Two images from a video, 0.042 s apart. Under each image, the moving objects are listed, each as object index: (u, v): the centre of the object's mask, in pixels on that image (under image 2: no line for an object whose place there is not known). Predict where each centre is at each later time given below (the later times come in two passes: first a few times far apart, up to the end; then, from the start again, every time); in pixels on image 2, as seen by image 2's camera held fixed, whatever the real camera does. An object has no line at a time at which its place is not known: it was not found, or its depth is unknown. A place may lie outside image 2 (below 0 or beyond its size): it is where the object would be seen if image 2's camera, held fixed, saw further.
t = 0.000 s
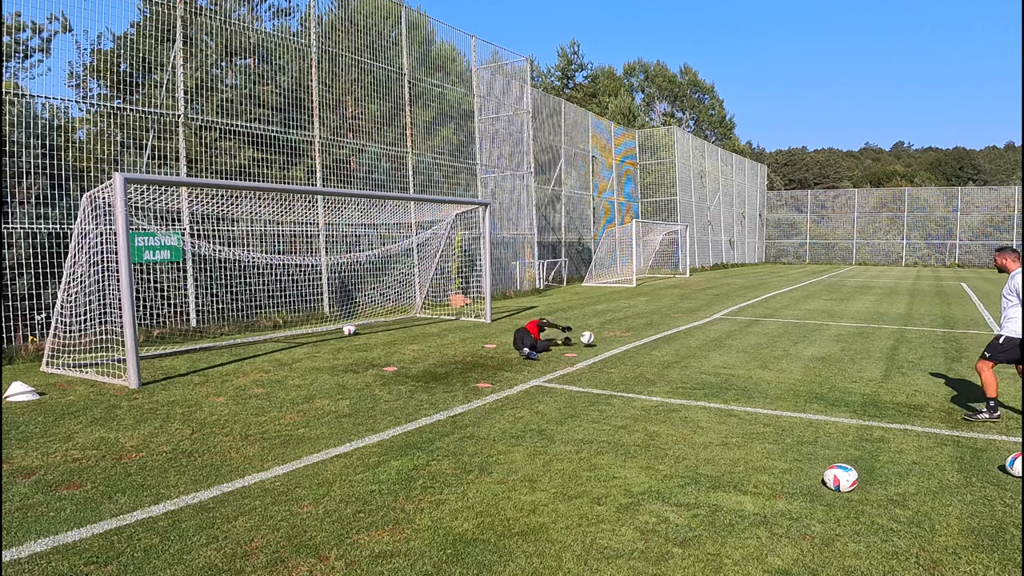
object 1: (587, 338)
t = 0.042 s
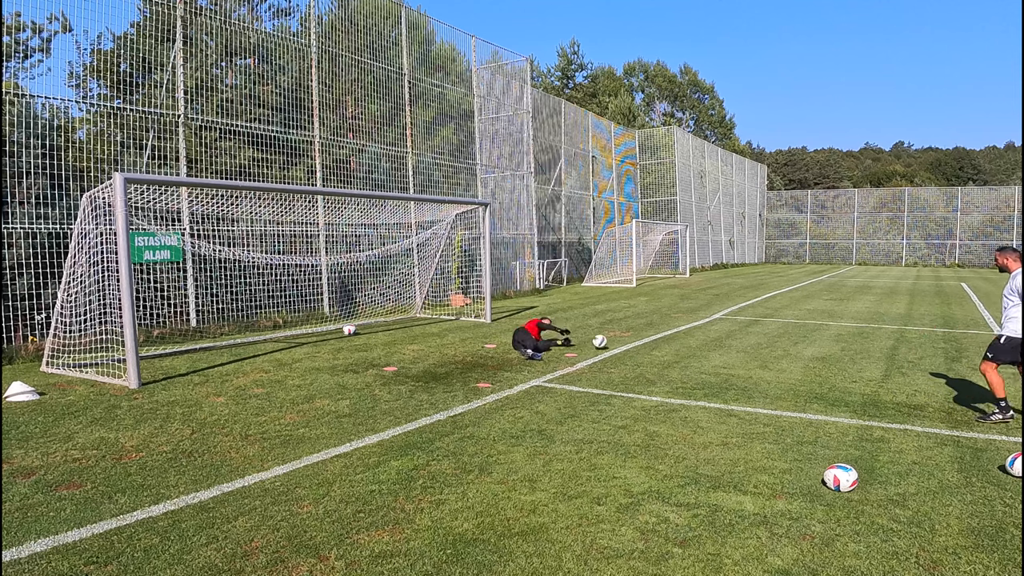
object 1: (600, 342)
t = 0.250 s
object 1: (659, 353)
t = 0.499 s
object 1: (727, 367)
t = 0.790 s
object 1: (798, 380)
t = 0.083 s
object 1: (612, 346)
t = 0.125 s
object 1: (624, 348)
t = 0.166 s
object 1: (636, 349)
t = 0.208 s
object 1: (648, 350)
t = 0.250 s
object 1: (659, 353)
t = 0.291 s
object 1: (672, 357)
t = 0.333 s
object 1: (683, 359)
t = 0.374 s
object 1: (694, 360)
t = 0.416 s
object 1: (705, 363)
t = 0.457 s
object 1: (716, 365)
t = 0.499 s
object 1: (727, 367)
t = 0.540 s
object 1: (736, 368)
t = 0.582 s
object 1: (746, 370)
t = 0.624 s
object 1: (756, 373)
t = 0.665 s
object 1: (767, 374)
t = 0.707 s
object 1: (777, 376)
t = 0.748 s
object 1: (788, 378)
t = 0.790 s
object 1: (798, 380)
